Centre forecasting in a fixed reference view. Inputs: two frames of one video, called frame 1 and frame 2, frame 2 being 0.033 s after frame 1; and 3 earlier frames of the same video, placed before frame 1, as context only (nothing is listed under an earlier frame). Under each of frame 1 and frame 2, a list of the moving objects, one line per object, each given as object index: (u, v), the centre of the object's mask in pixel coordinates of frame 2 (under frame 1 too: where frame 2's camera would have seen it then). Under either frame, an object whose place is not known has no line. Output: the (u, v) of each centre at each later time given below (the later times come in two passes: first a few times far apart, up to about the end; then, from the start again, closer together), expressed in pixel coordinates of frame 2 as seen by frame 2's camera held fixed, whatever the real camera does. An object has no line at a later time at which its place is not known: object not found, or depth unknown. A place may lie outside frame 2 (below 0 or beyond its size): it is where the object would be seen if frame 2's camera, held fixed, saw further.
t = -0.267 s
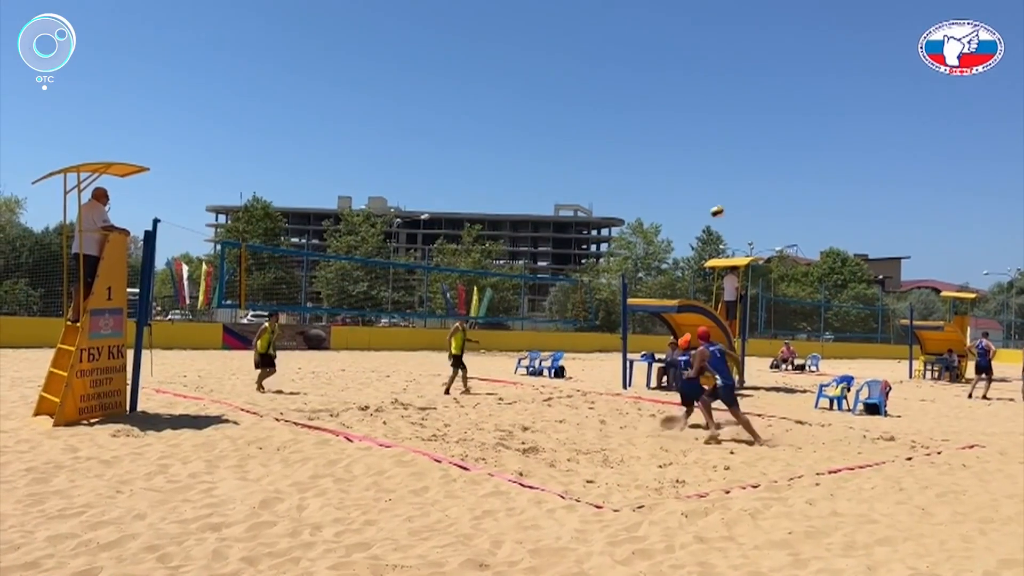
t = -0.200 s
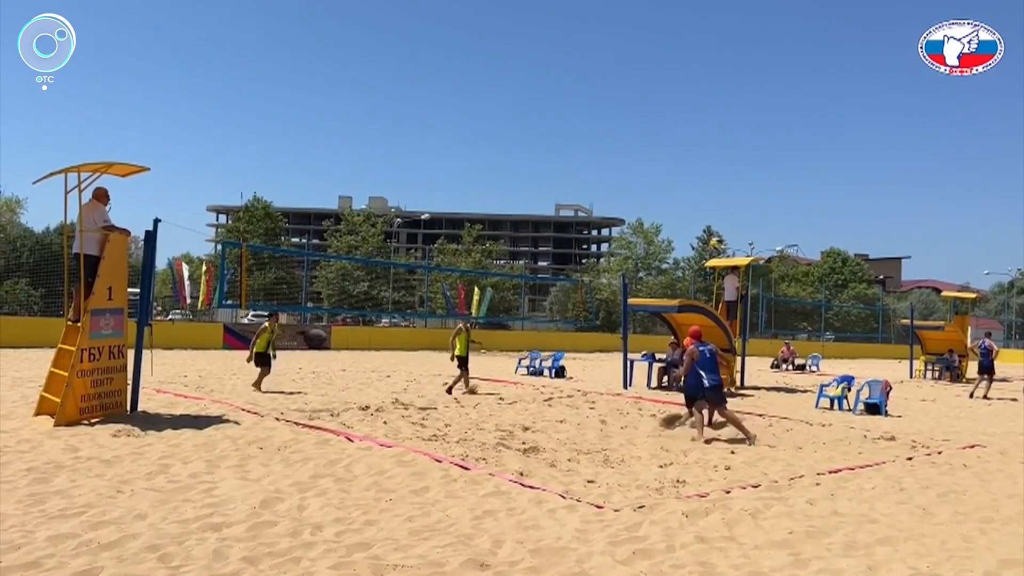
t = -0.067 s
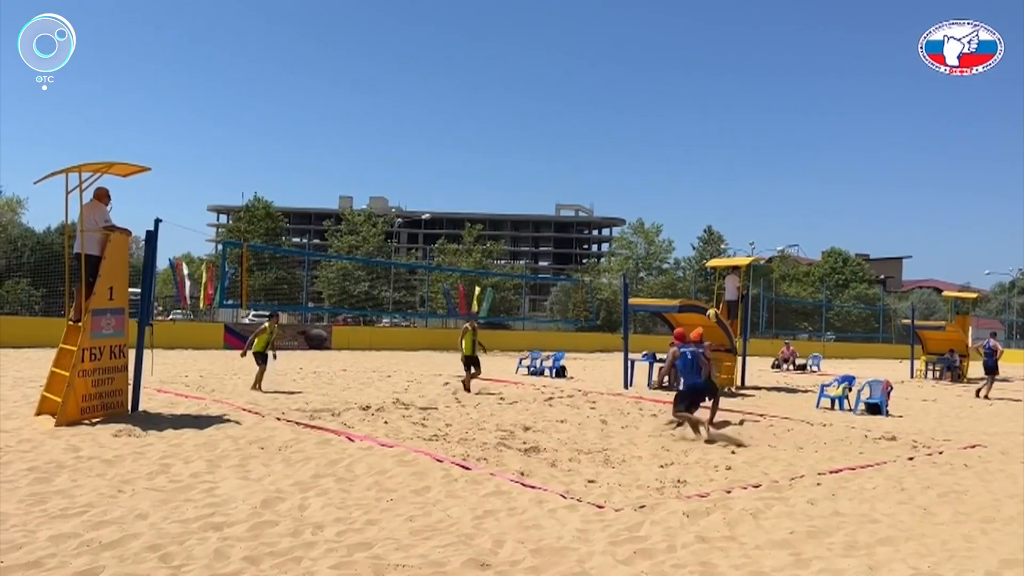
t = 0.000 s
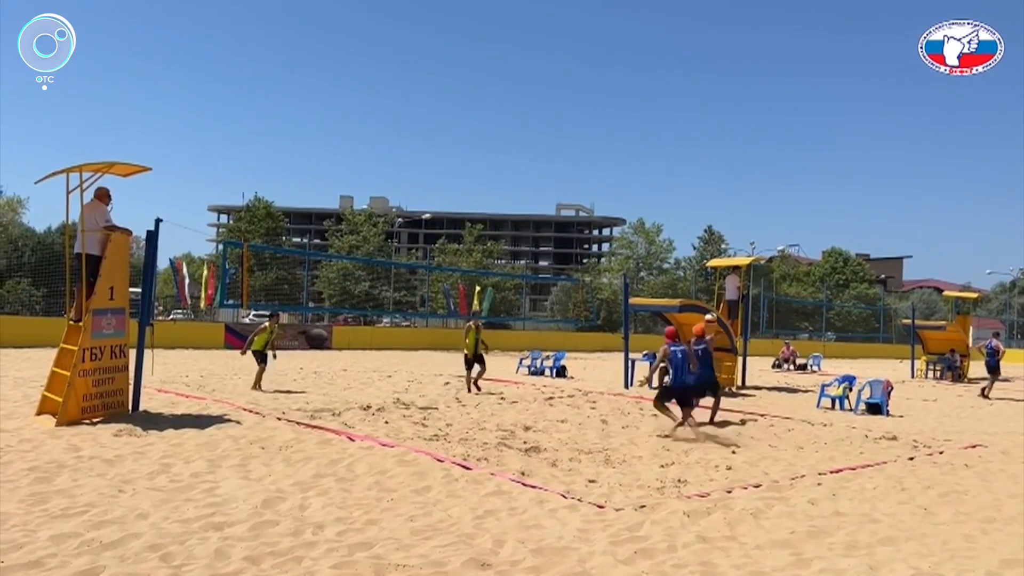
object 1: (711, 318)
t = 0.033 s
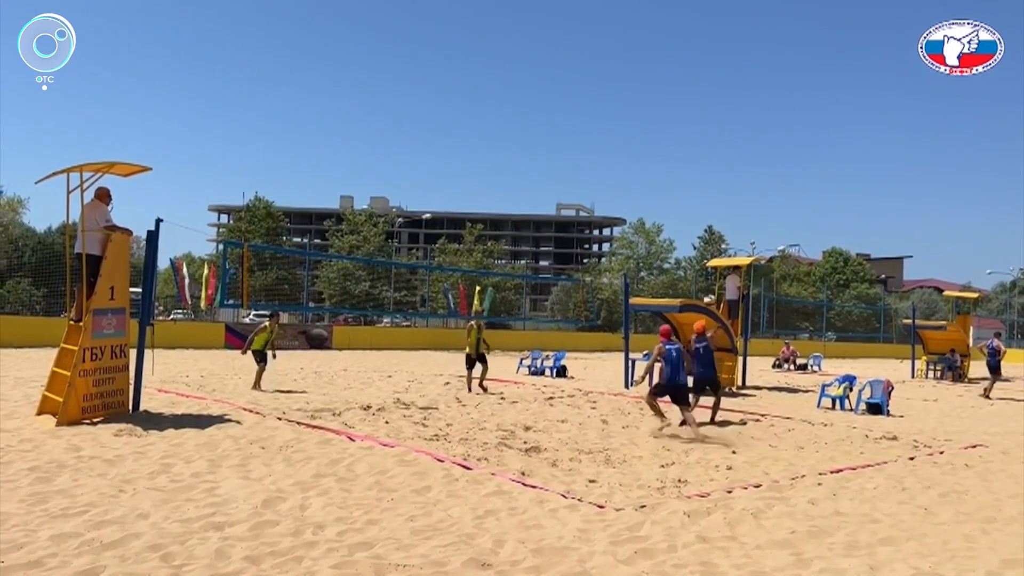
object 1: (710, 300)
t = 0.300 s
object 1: (702, 189)
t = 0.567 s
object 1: (694, 122)
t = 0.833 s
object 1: (685, 98)
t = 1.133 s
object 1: (675, 118)
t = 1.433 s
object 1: (665, 186)
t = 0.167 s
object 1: (704, 238)
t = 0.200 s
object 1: (706, 225)
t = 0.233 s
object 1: (704, 212)
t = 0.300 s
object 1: (702, 189)
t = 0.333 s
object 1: (701, 178)
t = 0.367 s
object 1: (700, 168)
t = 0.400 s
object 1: (699, 159)
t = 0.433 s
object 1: (698, 151)
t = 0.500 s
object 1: (696, 135)
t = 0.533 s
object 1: (695, 128)
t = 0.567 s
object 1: (694, 122)
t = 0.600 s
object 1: (693, 117)
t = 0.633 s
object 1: (692, 112)
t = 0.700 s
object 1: (690, 105)
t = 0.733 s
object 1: (688, 103)
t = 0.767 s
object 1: (687, 100)
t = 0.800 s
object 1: (686, 99)
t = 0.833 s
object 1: (685, 98)
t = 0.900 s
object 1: (683, 98)
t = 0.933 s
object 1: (682, 99)
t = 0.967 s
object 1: (681, 101)
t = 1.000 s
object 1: (679, 103)
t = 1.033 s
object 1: (678, 106)
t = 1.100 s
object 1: (676, 113)
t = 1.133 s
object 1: (675, 118)
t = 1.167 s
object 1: (674, 123)
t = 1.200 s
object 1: (673, 129)
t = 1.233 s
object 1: (672, 135)
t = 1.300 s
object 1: (669, 150)
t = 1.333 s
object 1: (669, 158)
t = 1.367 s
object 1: (668, 166)
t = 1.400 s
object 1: (666, 176)
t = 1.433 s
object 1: (665, 186)
